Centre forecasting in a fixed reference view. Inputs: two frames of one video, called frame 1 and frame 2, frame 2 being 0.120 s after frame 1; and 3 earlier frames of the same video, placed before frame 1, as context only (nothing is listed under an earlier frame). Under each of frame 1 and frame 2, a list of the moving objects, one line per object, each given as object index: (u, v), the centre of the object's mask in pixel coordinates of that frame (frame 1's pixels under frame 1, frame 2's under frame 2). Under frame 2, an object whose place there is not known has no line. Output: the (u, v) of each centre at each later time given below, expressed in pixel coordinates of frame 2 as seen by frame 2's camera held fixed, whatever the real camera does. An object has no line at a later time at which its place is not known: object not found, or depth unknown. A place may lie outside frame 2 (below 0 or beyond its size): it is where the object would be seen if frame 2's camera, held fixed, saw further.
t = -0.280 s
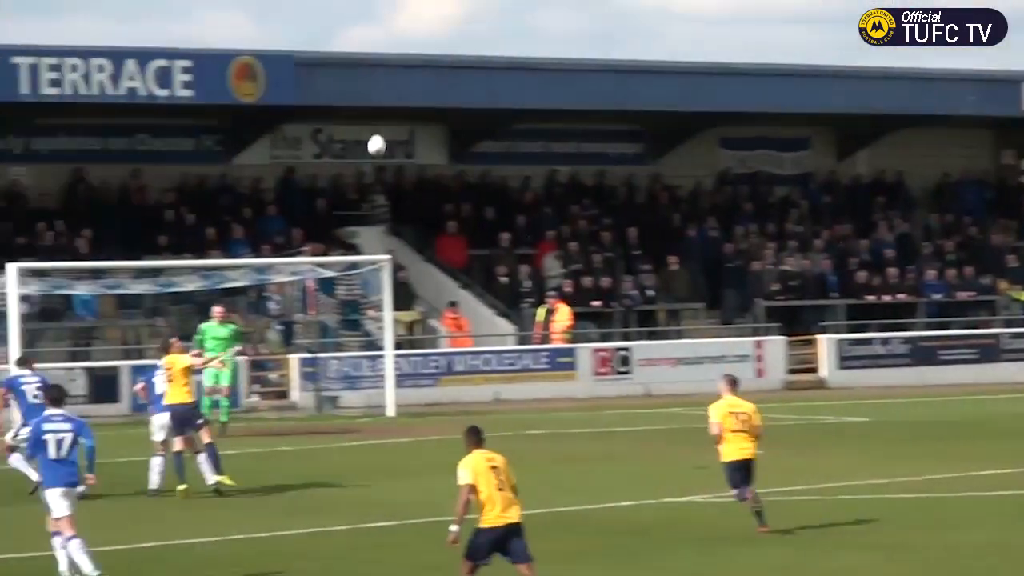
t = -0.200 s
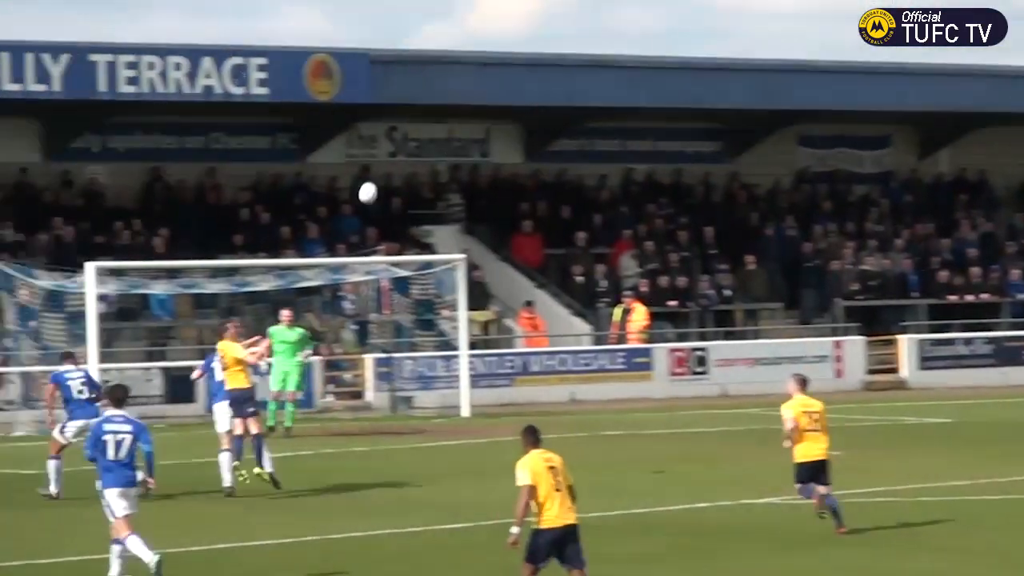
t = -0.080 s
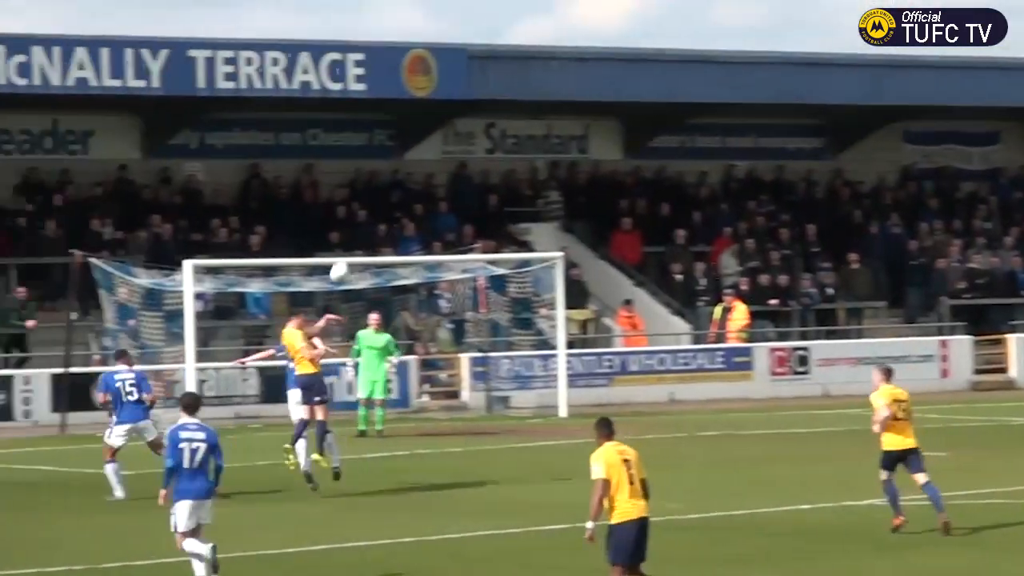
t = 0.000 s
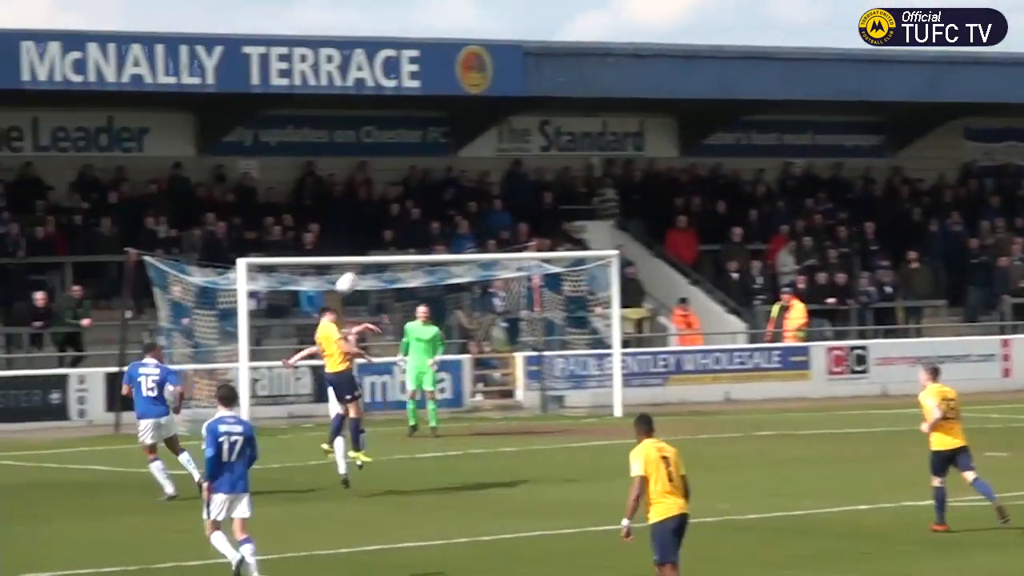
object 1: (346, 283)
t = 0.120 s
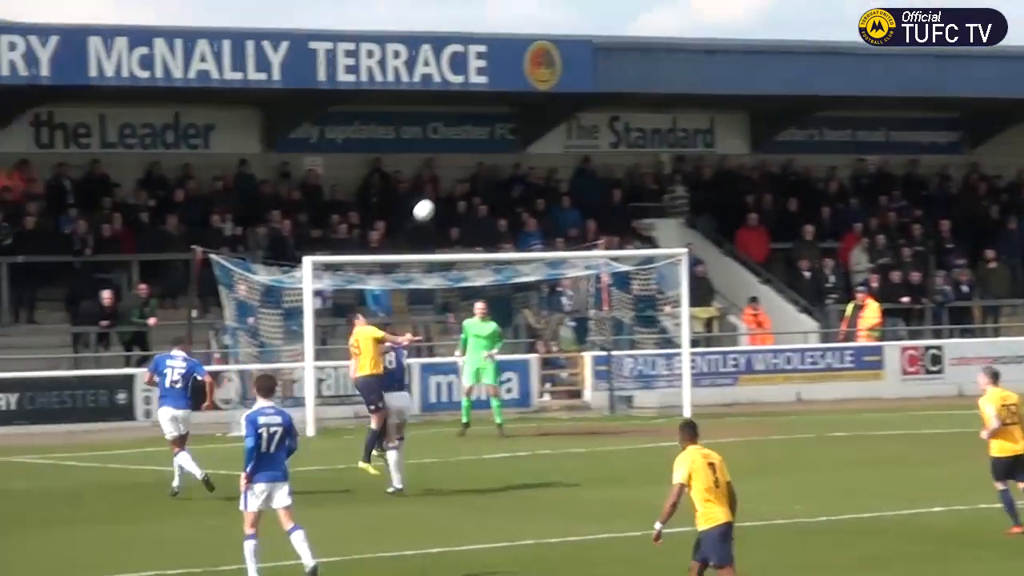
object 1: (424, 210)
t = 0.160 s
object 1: (426, 189)
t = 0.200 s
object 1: (430, 170)
